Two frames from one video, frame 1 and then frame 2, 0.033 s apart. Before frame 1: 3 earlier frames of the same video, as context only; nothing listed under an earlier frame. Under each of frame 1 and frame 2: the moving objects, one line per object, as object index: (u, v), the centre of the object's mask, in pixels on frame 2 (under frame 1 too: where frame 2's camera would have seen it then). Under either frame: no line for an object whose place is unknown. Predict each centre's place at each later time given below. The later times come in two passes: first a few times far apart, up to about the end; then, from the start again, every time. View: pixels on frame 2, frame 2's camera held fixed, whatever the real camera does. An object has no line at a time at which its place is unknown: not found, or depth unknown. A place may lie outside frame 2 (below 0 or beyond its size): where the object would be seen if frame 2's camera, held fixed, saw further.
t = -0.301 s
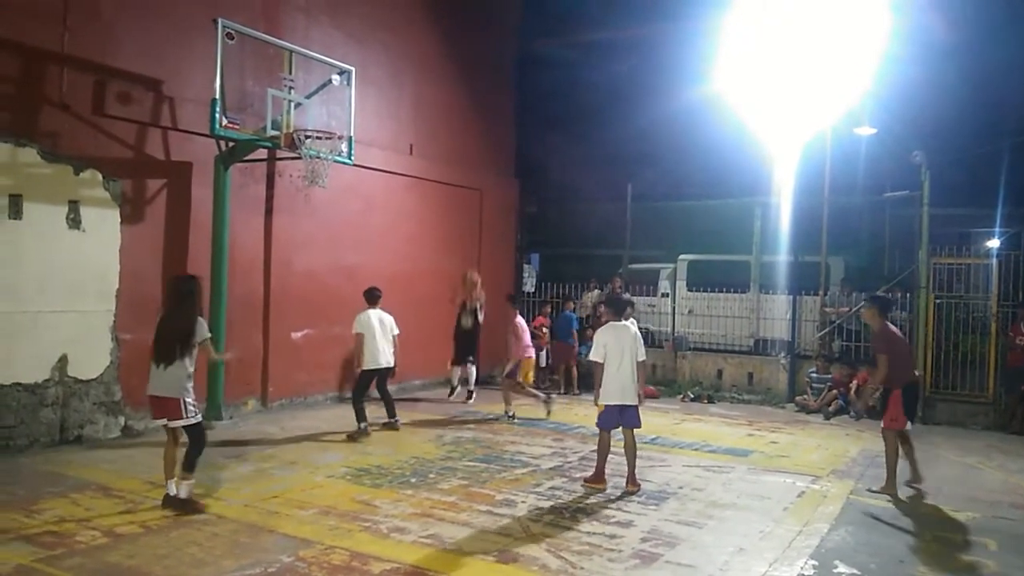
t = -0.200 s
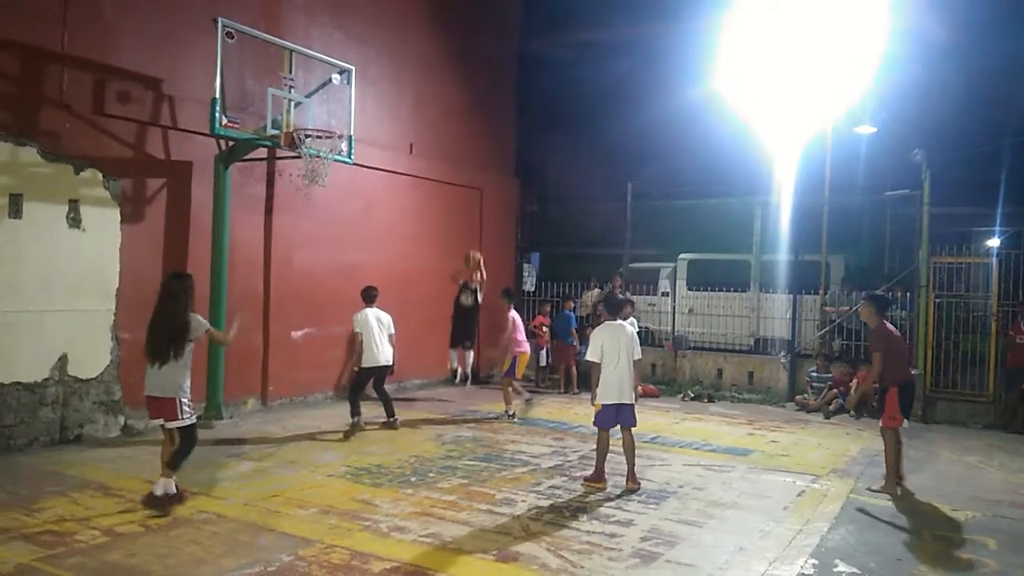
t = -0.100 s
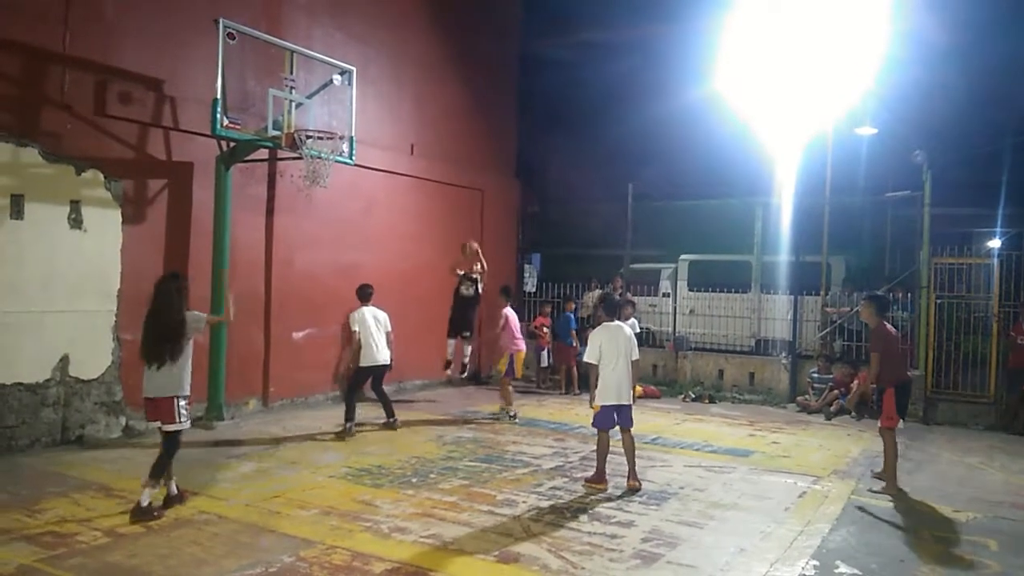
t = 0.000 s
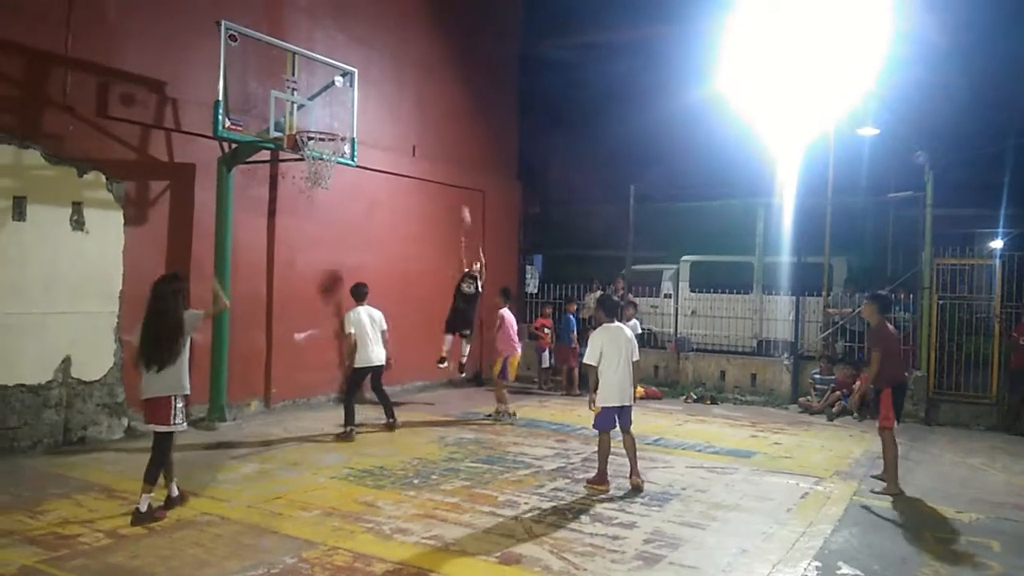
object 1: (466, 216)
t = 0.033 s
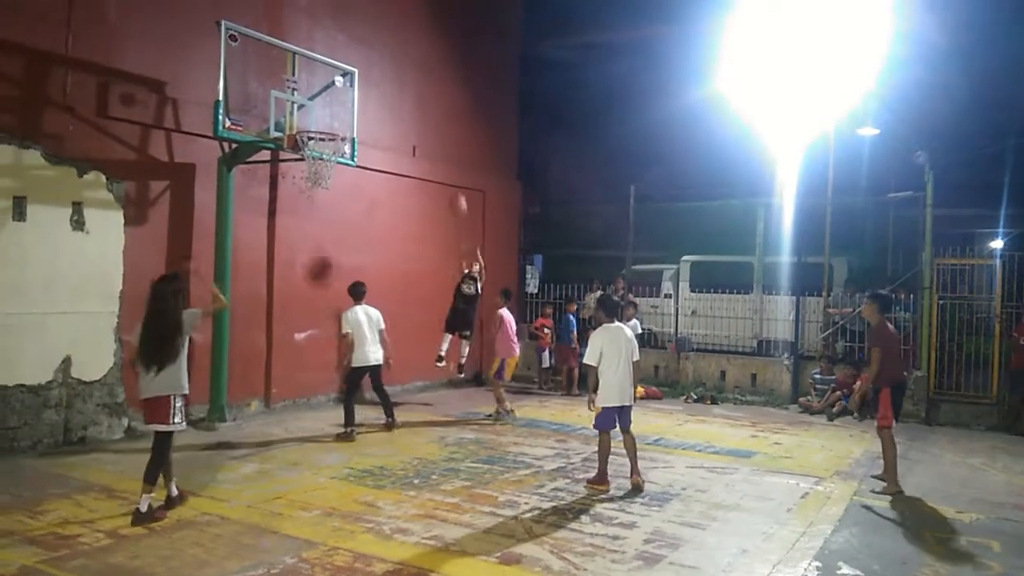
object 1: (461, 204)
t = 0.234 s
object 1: (431, 145)
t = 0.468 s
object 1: (391, 108)
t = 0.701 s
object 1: (346, 116)
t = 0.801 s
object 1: (326, 134)
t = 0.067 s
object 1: (456, 193)
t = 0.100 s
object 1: (451, 183)
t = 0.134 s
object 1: (446, 172)
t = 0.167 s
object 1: (442, 163)
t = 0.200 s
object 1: (437, 153)
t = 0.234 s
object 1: (431, 145)
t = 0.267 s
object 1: (426, 138)
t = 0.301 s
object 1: (421, 130)
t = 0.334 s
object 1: (416, 124)
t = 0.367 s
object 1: (410, 119)
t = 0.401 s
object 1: (403, 115)
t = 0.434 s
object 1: (397, 111)
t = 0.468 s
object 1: (391, 108)
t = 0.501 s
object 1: (385, 106)
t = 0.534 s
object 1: (379, 105)
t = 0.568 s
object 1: (372, 105)
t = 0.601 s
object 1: (366, 106)
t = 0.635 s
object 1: (360, 109)
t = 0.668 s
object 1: (353, 112)
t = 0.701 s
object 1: (346, 116)
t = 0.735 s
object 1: (339, 121)
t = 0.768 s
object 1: (333, 128)
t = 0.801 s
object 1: (326, 134)
